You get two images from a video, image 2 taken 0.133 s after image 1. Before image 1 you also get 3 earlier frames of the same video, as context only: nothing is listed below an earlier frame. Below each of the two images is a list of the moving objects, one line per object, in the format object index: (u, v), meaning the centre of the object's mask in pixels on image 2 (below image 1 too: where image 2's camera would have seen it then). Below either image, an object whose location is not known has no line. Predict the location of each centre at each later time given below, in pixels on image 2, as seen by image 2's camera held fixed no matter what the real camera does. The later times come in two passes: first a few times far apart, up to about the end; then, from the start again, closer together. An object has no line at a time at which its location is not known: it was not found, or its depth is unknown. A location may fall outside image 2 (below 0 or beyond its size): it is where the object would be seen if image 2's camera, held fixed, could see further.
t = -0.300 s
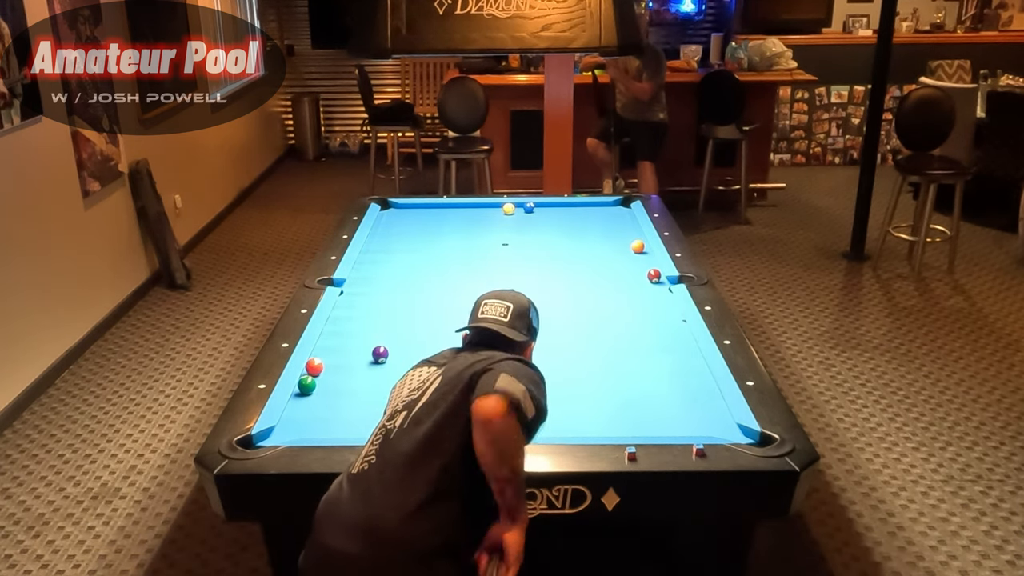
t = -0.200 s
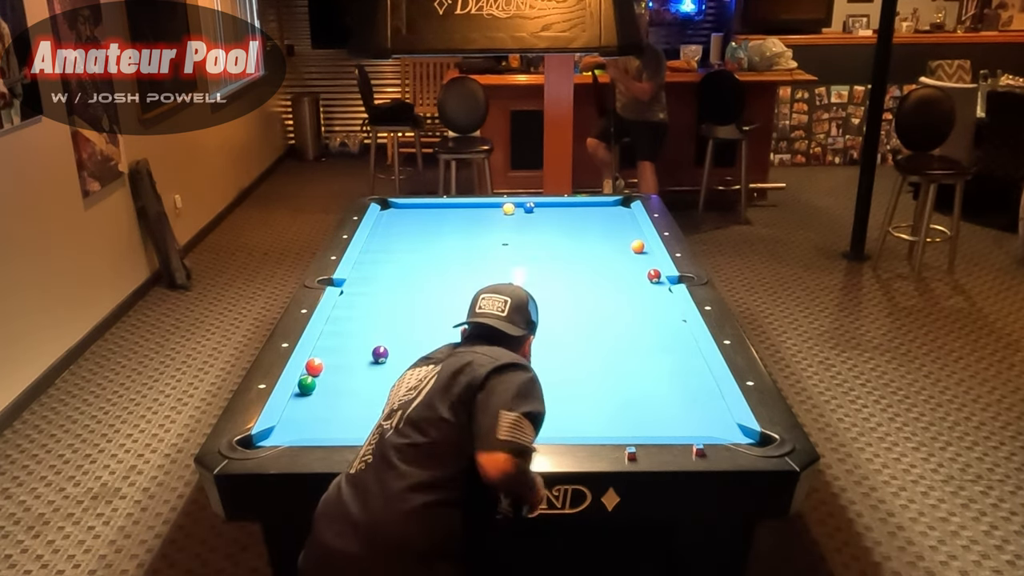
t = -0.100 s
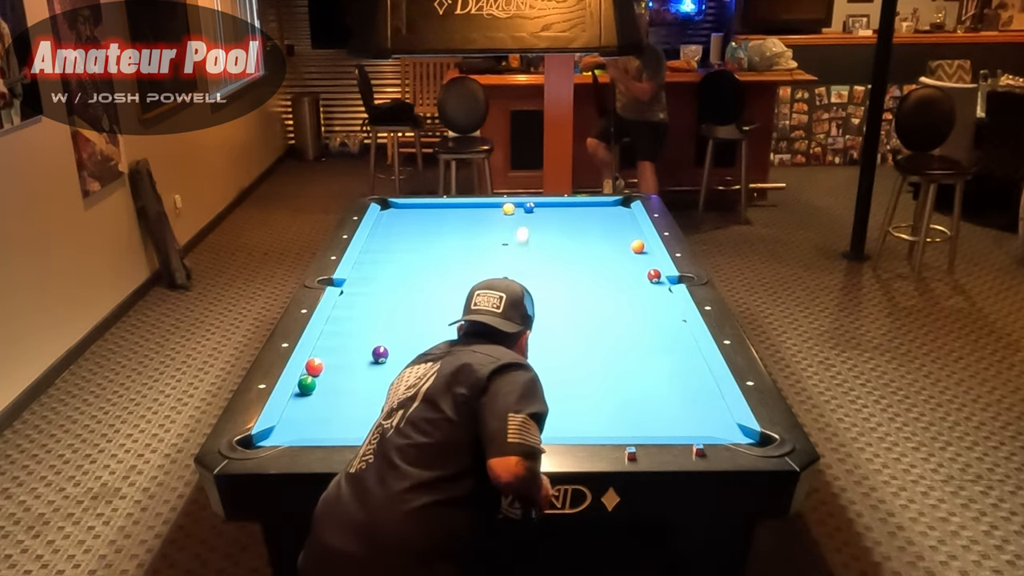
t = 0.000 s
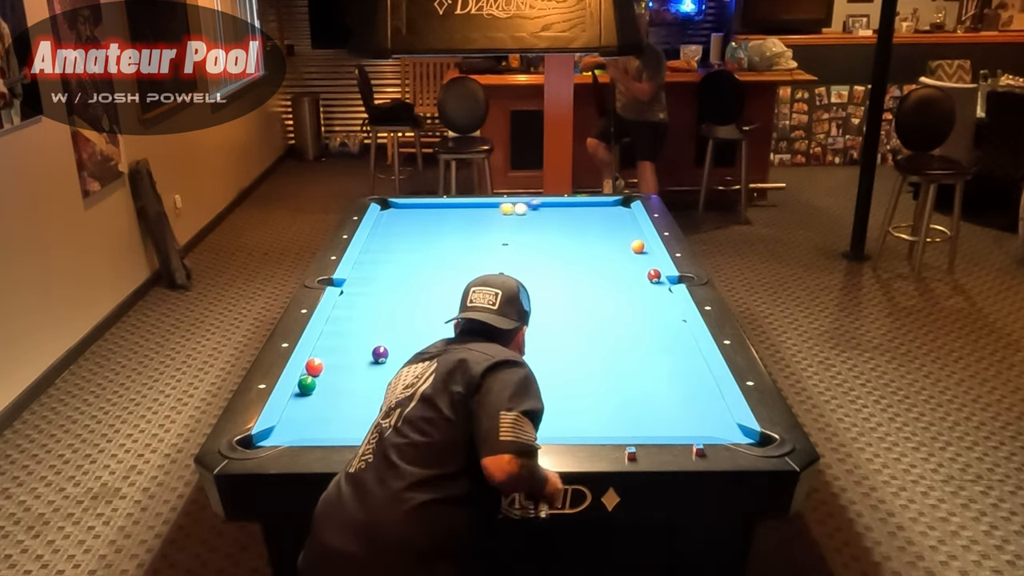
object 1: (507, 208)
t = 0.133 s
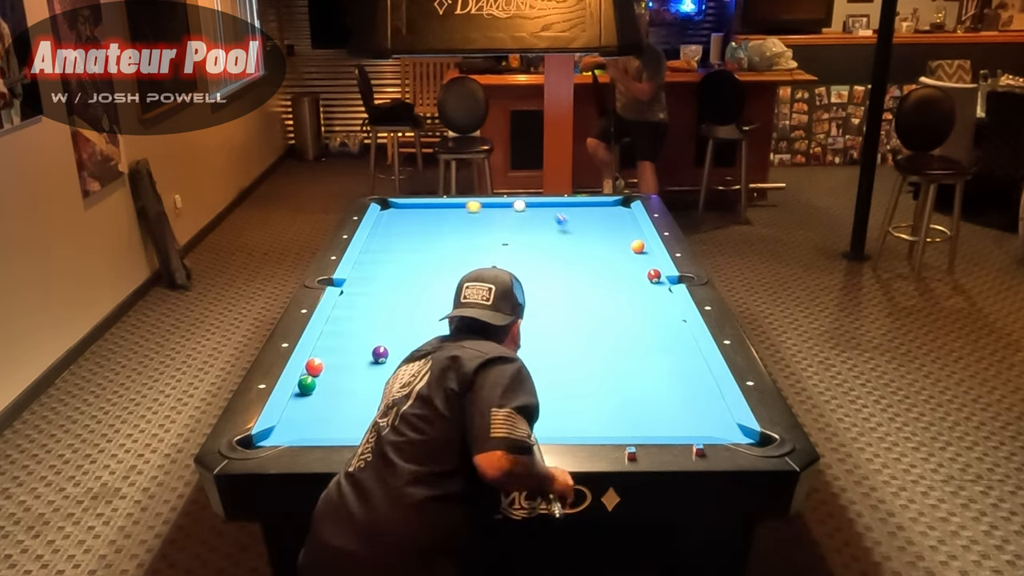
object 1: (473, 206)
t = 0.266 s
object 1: (445, 205)
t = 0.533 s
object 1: (397, 206)
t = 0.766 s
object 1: (394, 205)
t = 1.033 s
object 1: (391, 207)
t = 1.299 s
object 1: (388, 209)
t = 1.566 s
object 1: (385, 210)
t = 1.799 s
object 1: (384, 211)
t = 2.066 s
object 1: (385, 212)
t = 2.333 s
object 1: (385, 213)
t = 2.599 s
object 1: (381, 212)
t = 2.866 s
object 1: (386, 213)
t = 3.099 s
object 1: (386, 213)
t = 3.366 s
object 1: (386, 213)
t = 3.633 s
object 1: (386, 213)
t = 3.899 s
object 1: (386, 213)
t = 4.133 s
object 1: (385, 213)
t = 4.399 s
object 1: (386, 213)
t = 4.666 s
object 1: (386, 213)
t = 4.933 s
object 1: (386, 213)
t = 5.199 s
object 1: (386, 213)
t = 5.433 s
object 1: (386, 213)
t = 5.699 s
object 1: (386, 213)
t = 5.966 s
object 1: (386, 213)
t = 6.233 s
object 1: (386, 213)
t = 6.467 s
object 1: (386, 213)
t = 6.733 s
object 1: (386, 213)
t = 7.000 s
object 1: (386, 213)
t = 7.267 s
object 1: (386, 213)
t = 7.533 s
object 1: (386, 213)
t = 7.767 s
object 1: (386, 213)
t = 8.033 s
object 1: (386, 213)
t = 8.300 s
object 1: (386, 213)
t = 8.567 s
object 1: (386, 213)
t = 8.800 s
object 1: (386, 213)
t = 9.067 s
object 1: (386, 213)
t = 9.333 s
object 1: (386, 213)
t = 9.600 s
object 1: (386, 213)
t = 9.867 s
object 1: (386, 213)
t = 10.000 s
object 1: (386, 213)
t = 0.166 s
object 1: (466, 206)
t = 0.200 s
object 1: (459, 206)
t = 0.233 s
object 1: (452, 205)
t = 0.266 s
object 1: (445, 205)
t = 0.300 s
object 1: (438, 205)
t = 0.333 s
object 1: (432, 205)
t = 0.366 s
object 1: (426, 205)
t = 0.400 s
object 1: (420, 205)
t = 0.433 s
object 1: (415, 206)
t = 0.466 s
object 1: (409, 206)
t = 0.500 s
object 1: (403, 206)
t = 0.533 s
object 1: (397, 206)
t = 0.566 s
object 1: (391, 207)
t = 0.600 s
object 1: (386, 207)
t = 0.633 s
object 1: (387, 206)
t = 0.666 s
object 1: (389, 206)
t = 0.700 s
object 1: (391, 206)
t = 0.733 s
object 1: (393, 205)
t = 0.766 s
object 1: (394, 205)
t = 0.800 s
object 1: (394, 205)
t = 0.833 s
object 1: (393, 205)
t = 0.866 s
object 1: (393, 206)
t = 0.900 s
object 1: (393, 206)
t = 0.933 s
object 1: (392, 206)
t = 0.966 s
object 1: (392, 206)
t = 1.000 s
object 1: (391, 207)
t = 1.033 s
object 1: (391, 207)
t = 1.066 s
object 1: (391, 207)
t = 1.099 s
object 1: (390, 207)
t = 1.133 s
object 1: (390, 207)
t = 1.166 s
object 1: (390, 207)
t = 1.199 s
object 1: (389, 208)
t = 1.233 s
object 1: (389, 208)
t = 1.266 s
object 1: (388, 208)
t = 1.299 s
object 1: (388, 209)
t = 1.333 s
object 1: (388, 209)
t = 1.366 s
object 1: (387, 209)
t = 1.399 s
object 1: (387, 209)
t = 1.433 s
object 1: (387, 210)
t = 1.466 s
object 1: (386, 210)
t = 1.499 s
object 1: (386, 210)
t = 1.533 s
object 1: (386, 210)
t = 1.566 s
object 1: (385, 210)
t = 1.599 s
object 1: (385, 210)
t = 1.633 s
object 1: (385, 211)
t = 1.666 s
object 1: (385, 211)
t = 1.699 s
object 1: (384, 211)
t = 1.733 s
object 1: (384, 211)
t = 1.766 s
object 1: (384, 211)
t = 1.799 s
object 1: (384, 211)
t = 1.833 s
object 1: (384, 211)
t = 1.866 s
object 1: (385, 211)
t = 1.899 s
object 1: (385, 212)
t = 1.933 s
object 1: (385, 212)
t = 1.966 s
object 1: (385, 212)
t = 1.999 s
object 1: (385, 212)
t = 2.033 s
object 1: (385, 212)
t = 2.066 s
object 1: (385, 212)
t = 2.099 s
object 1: (385, 212)
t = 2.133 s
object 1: (385, 212)
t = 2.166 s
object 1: (385, 212)
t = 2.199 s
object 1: (385, 212)
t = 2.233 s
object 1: (385, 212)
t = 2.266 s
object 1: (385, 213)
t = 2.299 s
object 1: (385, 213)
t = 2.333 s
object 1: (385, 213)
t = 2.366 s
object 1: (385, 213)
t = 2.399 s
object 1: (385, 213)
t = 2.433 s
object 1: (385, 213)
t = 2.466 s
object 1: (385, 212)
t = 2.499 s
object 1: (384, 213)
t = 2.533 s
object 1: (383, 212)
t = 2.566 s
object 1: (382, 212)
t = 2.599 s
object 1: (381, 212)
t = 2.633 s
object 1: (382, 212)
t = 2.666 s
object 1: (382, 211)
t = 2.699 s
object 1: (383, 212)
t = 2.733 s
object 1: (385, 212)
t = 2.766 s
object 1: (386, 213)
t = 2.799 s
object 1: (385, 213)
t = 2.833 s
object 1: (386, 213)
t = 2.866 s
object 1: (386, 213)
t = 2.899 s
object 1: (386, 213)
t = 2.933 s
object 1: (386, 213)
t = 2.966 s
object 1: (386, 213)
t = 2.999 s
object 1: (386, 213)
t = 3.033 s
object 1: (386, 213)
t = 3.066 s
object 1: (386, 213)
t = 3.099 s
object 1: (386, 213)
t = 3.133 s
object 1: (386, 213)
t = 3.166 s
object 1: (386, 213)
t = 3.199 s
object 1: (386, 213)
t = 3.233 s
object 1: (386, 213)
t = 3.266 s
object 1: (386, 213)
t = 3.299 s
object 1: (386, 213)
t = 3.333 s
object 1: (386, 213)
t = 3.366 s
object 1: (386, 213)
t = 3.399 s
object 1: (386, 213)
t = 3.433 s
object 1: (386, 213)
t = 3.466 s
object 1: (386, 213)
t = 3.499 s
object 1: (386, 213)
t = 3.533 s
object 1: (386, 213)
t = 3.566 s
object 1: (386, 213)
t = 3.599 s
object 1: (386, 213)
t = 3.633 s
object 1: (386, 213)
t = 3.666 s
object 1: (386, 213)
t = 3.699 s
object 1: (386, 213)
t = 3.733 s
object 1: (386, 213)
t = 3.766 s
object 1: (386, 213)
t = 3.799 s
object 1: (386, 213)
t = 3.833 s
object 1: (386, 213)
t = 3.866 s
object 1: (386, 213)
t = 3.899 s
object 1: (386, 213)
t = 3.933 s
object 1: (385, 213)
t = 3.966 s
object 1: (385, 213)
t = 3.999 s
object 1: (385, 213)
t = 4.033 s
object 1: (385, 213)
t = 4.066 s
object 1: (385, 213)
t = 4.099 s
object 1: (385, 213)
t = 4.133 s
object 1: (385, 213)
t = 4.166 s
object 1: (385, 213)
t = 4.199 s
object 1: (385, 213)
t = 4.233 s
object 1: (386, 213)
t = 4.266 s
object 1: (386, 213)
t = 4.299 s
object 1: (385, 213)
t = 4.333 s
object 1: (386, 213)
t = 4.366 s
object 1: (385, 213)
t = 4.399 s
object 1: (386, 213)
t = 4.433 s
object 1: (386, 213)
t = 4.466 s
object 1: (386, 213)
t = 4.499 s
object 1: (386, 213)
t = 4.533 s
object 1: (386, 213)
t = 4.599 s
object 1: (386, 213)
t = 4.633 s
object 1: (386, 213)
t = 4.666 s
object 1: (386, 213)
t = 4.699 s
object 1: (386, 213)
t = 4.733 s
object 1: (386, 213)
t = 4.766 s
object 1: (386, 213)
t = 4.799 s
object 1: (386, 213)
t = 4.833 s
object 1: (386, 213)
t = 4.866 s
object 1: (386, 213)
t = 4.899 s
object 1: (386, 213)
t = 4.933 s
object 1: (386, 213)
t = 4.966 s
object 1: (386, 213)
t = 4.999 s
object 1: (386, 213)
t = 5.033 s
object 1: (386, 213)
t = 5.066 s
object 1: (386, 213)
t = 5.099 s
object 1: (386, 213)
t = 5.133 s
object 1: (386, 213)
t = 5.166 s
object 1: (386, 213)
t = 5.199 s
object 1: (386, 213)
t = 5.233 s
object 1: (386, 213)
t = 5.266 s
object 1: (386, 213)
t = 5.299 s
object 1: (386, 213)
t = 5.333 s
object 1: (386, 213)
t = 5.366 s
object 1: (386, 213)
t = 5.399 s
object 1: (386, 213)
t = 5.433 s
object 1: (386, 213)
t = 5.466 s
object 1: (386, 213)
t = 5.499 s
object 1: (386, 213)
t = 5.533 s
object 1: (386, 213)
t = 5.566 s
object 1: (386, 213)
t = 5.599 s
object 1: (386, 213)
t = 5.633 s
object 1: (386, 213)
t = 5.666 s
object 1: (386, 213)
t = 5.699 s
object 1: (386, 213)
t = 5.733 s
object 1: (386, 213)
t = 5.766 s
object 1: (386, 213)
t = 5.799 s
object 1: (386, 213)
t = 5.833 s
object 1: (386, 213)
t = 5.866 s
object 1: (386, 213)
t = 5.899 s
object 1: (386, 213)
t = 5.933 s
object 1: (386, 213)
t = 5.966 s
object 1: (386, 213)
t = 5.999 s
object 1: (386, 213)
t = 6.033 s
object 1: (386, 213)
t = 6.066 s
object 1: (386, 213)
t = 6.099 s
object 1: (386, 213)
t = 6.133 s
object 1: (386, 213)
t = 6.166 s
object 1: (386, 213)
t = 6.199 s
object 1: (386, 213)
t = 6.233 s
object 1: (386, 213)
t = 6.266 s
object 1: (386, 213)
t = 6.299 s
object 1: (386, 213)
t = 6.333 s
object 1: (386, 213)
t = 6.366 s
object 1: (386, 213)
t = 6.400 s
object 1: (386, 213)
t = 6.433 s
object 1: (386, 213)
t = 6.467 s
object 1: (386, 213)
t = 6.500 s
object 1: (386, 213)
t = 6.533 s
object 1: (386, 213)
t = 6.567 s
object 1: (386, 213)
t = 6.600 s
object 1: (386, 213)
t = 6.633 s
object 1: (386, 213)
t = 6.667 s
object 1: (386, 213)
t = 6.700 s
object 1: (386, 213)
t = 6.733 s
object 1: (386, 213)
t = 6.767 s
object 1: (386, 213)
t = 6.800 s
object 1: (386, 213)
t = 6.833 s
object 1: (386, 213)
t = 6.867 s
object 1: (386, 213)
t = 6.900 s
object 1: (386, 213)
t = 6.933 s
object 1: (386, 213)
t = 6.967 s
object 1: (386, 213)
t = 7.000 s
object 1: (386, 213)
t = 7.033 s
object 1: (386, 213)
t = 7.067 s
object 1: (386, 213)
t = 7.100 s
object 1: (386, 213)
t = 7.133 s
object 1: (386, 213)
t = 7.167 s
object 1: (386, 213)
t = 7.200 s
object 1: (386, 213)
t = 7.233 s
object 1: (386, 213)
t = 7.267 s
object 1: (386, 213)
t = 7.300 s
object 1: (386, 213)
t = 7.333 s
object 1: (386, 213)
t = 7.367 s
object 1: (386, 213)
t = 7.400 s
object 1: (386, 213)
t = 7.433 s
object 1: (386, 213)
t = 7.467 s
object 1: (386, 213)
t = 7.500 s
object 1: (386, 213)
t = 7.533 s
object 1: (386, 213)
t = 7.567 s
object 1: (386, 213)
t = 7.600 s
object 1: (386, 213)
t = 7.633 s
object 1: (386, 213)
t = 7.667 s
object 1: (386, 213)
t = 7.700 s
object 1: (386, 213)
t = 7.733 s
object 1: (386, 213)
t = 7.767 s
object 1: (386, 213)
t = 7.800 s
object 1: (386, 213)
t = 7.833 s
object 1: (386, 213)
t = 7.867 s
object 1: (386, 213)
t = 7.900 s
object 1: (386, 213)
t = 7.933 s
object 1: (386, 213)
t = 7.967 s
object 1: (386, 213)
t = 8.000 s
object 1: (386, 213)
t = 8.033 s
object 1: (386, 213)
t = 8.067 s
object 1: (386, 213)
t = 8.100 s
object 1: (386, 213)
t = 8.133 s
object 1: (386, 213)
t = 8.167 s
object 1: (386, 213)
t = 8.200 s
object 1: (386, 213)
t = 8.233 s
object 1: (386, 213)
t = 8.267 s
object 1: (386, 213)
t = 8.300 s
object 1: (386, 213)
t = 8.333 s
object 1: (386, 213)
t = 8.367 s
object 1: (386, 213)
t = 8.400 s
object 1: (386, 213)
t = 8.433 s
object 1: (386, 213)
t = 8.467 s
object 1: (386, 213)
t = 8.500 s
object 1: (386, 213)
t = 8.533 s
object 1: (386, 213)
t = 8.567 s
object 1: (386, 213)
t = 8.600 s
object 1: (385, 213)
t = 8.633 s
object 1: (385, 213)
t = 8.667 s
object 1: (385, 213)
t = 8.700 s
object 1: (385, 213)
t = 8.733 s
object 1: (386, 213)
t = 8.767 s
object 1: (386, 213)
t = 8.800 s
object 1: (386, 213)
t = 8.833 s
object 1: (386, 213)
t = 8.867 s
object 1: (386, 213)
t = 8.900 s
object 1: (386, 213)
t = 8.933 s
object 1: (386, 213)
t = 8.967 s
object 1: (386, 213)
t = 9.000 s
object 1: (386, 213)
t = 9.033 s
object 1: (386, 213)
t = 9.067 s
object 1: (386, 213)
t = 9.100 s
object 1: (386, 213)
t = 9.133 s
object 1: (386, 213)
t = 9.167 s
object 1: (386, 213)
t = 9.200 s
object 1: (386, 213)
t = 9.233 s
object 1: (386, 213)
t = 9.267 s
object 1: (386, 213)
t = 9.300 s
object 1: (386, 213)
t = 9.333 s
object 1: (386, 213)
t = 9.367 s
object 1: (386, 213)
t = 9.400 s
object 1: (386, 213)
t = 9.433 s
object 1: (386, 213)
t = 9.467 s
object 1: (386, 213)
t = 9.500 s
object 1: (386, 213)
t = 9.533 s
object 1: (386, 213)
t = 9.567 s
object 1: (386, 213)
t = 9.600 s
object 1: (386, 213)
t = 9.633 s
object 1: (386, 213)
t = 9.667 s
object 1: (386, 213)
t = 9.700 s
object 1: (386, 213)
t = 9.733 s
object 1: (386, 213)
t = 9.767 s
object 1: (386, 213)
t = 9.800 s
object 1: (386, 213)
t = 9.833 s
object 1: (386, 213)
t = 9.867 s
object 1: (386, 213)
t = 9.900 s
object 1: (386, 213)
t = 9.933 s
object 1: (386, 213)
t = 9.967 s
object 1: (386, 213)
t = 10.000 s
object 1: (386, 213)
